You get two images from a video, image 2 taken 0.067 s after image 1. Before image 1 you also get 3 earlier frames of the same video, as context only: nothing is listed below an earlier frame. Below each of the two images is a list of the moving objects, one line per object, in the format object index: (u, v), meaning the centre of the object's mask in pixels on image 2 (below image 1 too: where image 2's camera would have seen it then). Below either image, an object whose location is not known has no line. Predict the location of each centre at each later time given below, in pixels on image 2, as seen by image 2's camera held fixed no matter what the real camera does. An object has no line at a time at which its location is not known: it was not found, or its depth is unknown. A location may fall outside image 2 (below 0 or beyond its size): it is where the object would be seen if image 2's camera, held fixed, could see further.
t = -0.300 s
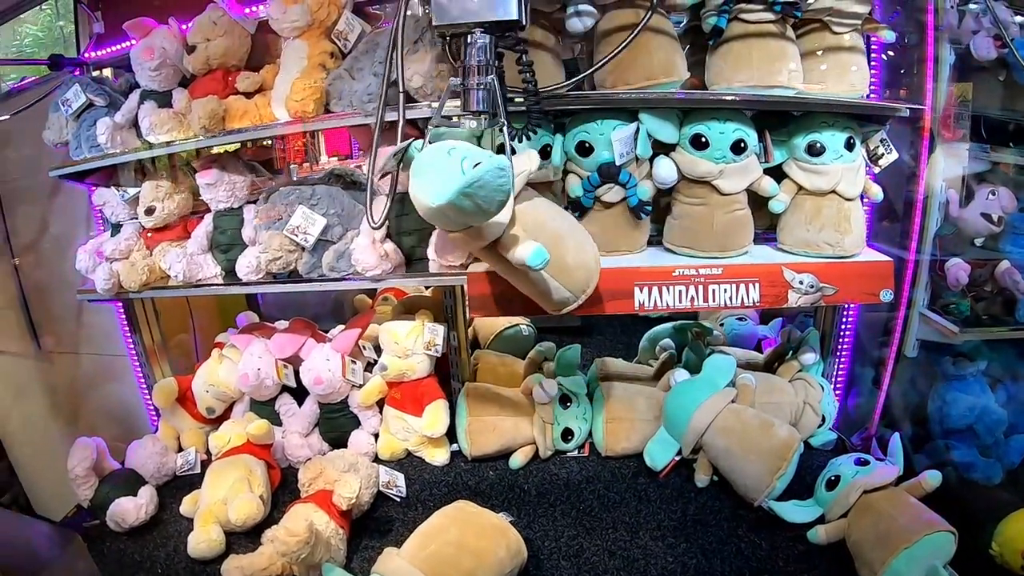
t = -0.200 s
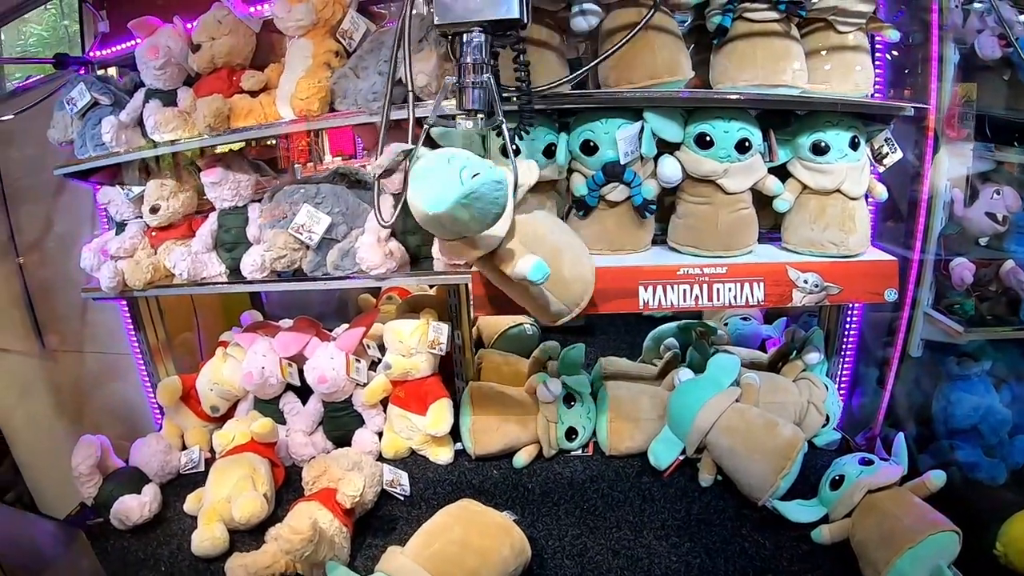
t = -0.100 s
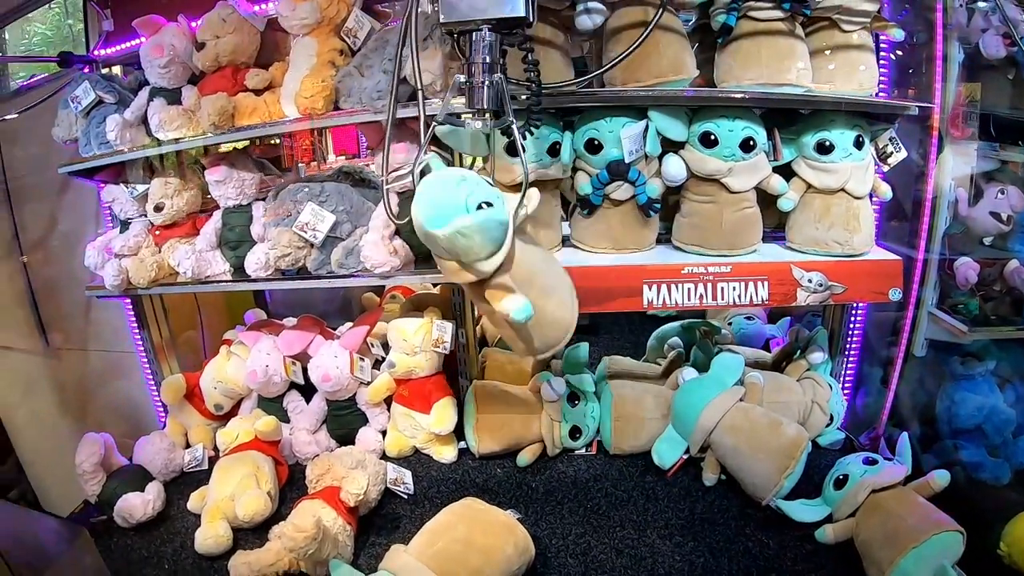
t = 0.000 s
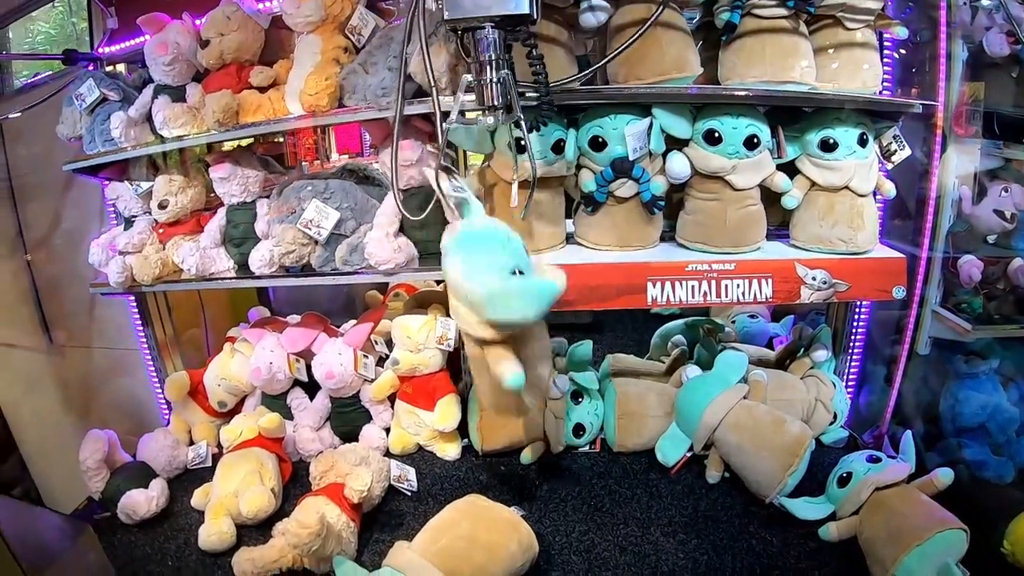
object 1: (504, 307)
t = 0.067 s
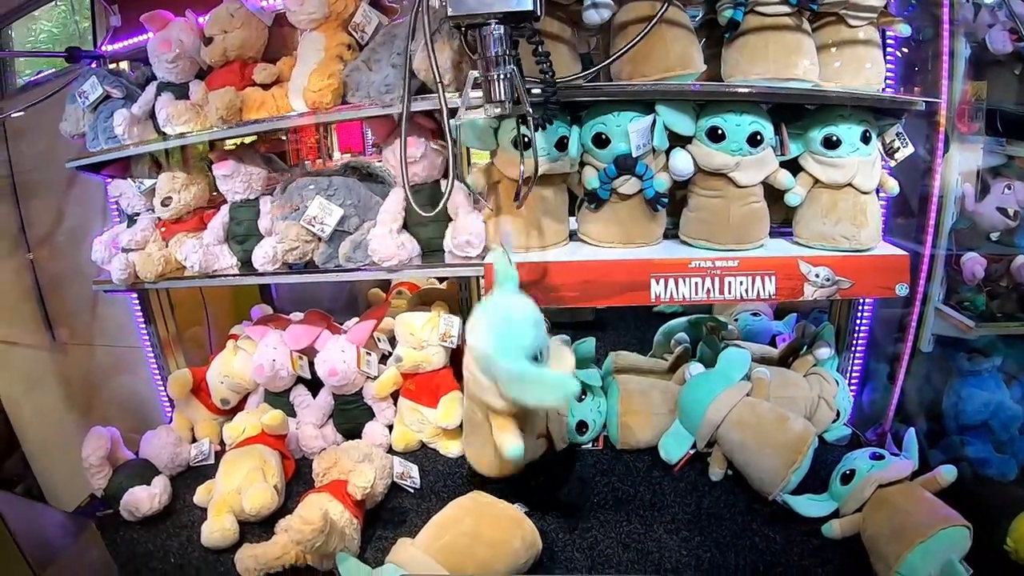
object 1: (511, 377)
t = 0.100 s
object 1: (514, 416)
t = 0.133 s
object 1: (519, 452)
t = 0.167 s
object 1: (527, 467)
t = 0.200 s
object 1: (543, 468)
